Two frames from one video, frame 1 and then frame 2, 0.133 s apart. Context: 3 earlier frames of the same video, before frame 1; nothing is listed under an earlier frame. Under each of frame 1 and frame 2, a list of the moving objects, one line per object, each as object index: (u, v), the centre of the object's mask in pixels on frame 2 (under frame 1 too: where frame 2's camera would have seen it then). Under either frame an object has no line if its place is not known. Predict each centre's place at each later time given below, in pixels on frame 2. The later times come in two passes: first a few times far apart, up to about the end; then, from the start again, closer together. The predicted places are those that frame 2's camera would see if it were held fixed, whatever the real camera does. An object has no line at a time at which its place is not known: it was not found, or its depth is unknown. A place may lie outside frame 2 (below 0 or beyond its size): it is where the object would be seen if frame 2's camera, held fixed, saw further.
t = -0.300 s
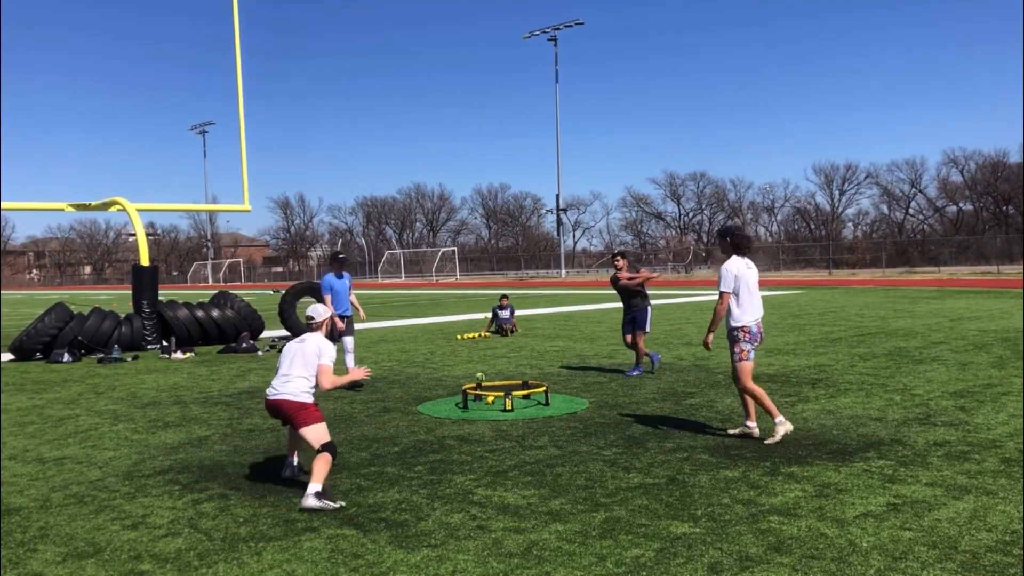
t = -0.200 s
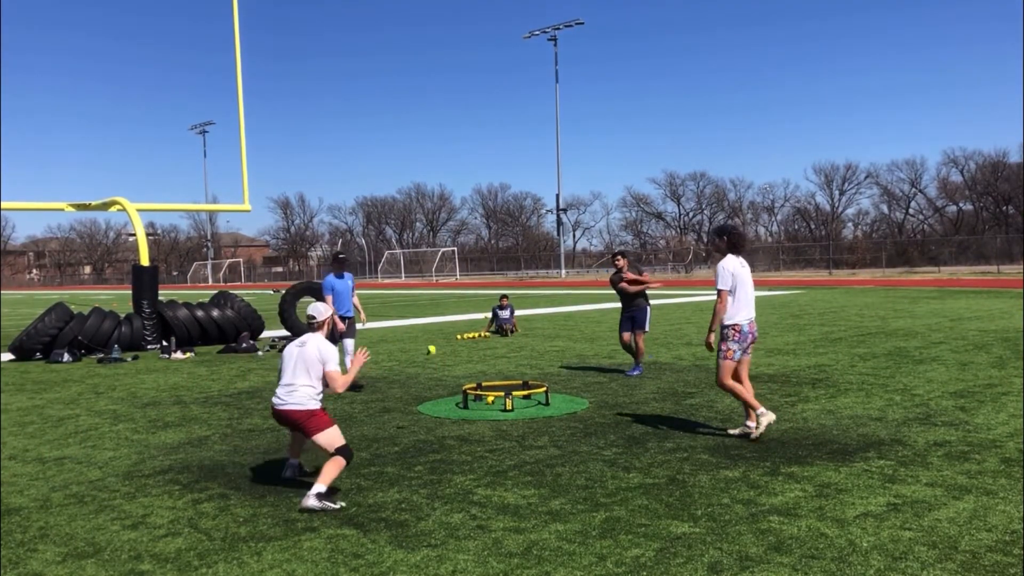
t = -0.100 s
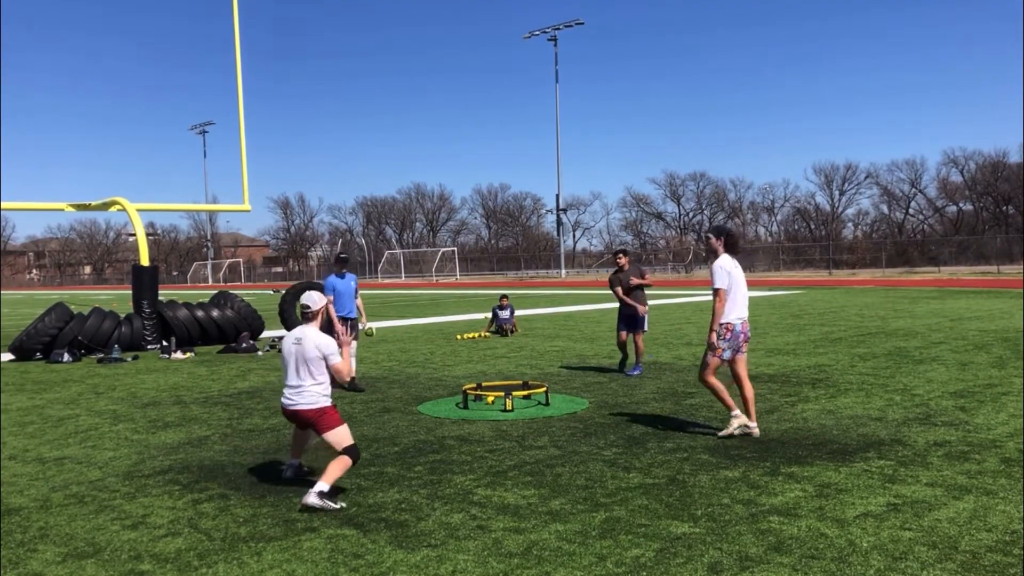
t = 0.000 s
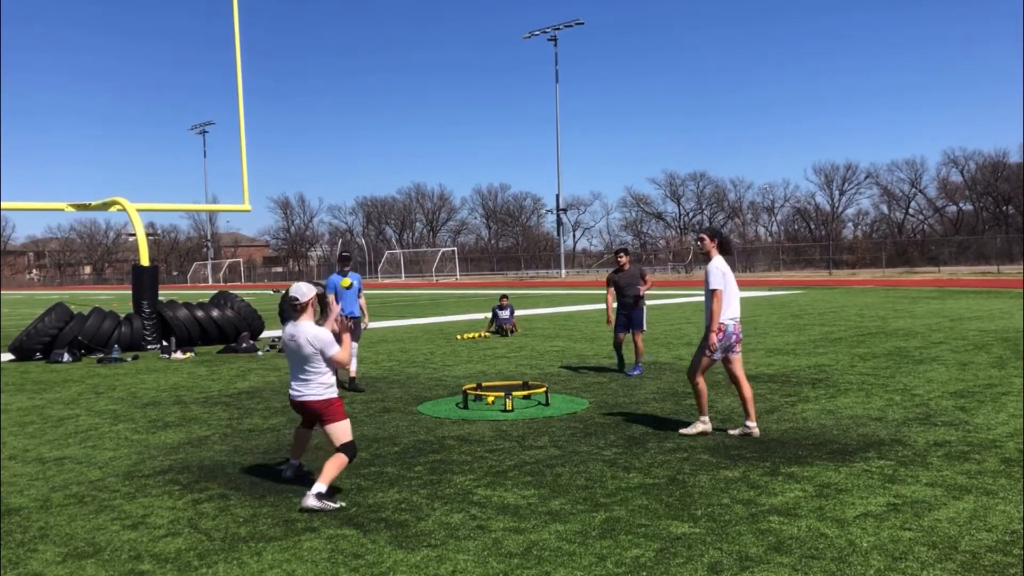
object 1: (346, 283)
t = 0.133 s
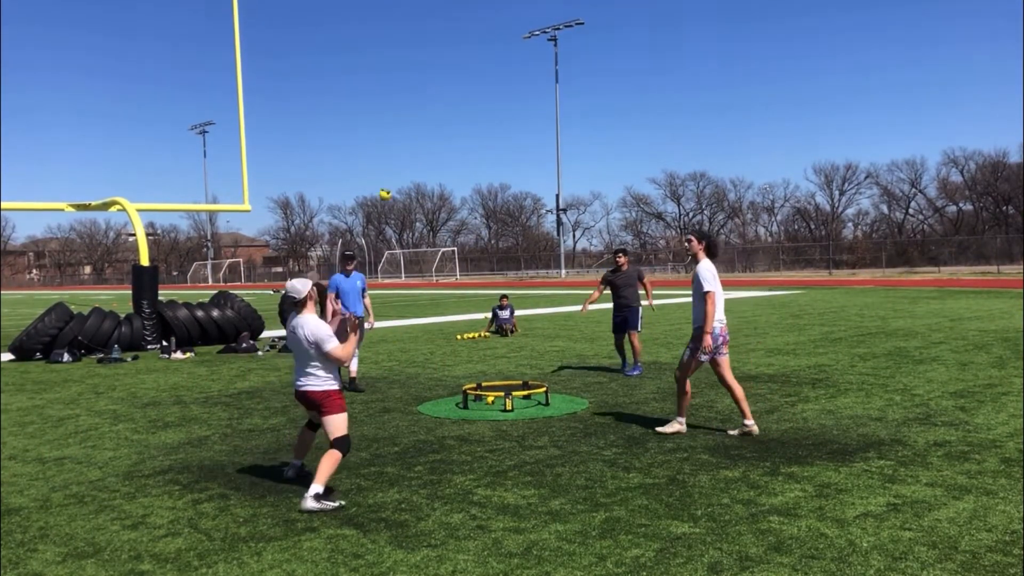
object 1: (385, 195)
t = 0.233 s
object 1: (410, 147)
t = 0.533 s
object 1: (477, 86)
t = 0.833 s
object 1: (535, 125)
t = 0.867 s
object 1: (541, 134)
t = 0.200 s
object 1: (402, 160)
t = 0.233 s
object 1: (410, 147)
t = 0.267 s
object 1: (418, 134)
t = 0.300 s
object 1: (426, 123)
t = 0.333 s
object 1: (434, 113)
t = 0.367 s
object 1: (442, 105)
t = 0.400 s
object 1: (449, 100)
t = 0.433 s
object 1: (456, 94)
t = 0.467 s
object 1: (463, 90)
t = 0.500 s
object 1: (471, 88)
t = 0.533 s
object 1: (477, 86)
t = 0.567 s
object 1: (484, 87)
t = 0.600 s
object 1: (491, 88)
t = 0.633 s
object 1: (497, 89)
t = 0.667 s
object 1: (504, 93)
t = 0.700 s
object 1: (510, 97)
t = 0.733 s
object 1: (517, 103)
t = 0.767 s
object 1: (523, 109)
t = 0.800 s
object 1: (529, 117)
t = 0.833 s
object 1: (535, 125)
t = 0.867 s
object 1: (541, 134)
